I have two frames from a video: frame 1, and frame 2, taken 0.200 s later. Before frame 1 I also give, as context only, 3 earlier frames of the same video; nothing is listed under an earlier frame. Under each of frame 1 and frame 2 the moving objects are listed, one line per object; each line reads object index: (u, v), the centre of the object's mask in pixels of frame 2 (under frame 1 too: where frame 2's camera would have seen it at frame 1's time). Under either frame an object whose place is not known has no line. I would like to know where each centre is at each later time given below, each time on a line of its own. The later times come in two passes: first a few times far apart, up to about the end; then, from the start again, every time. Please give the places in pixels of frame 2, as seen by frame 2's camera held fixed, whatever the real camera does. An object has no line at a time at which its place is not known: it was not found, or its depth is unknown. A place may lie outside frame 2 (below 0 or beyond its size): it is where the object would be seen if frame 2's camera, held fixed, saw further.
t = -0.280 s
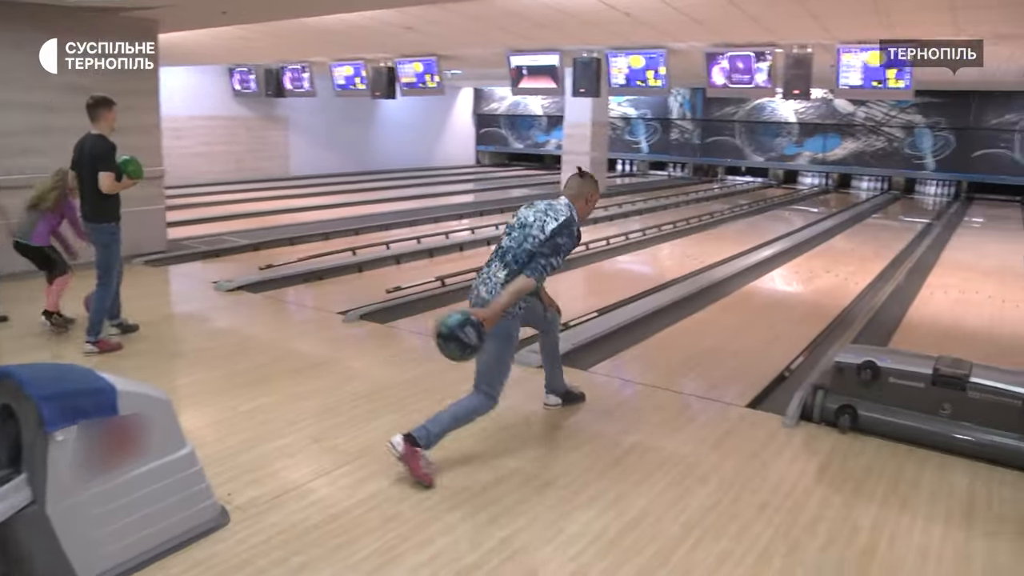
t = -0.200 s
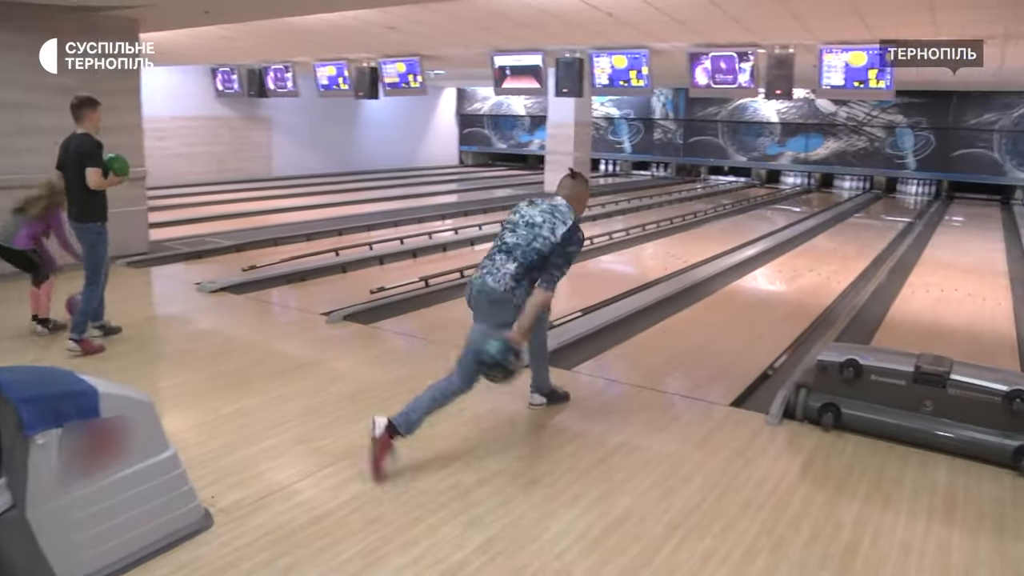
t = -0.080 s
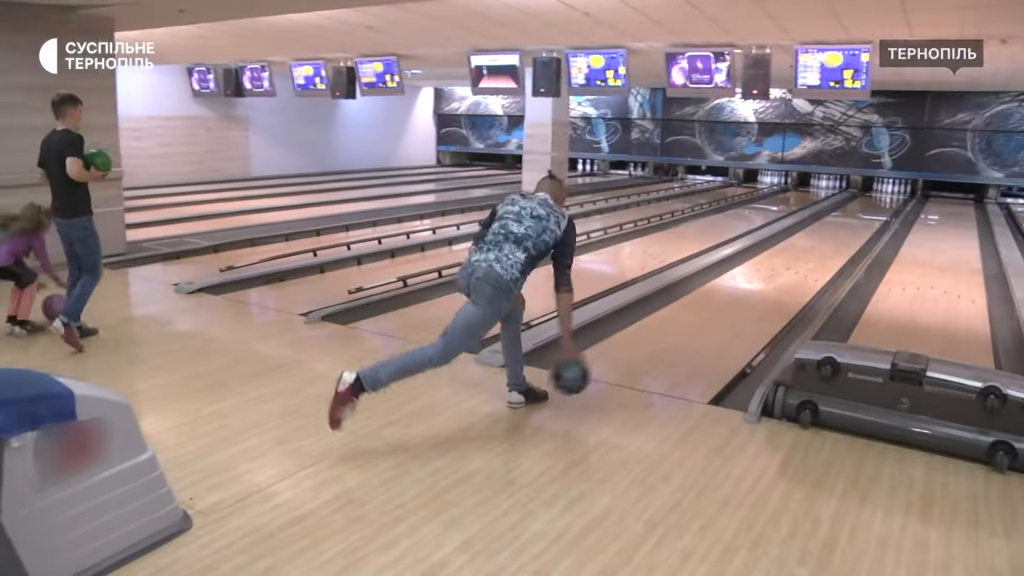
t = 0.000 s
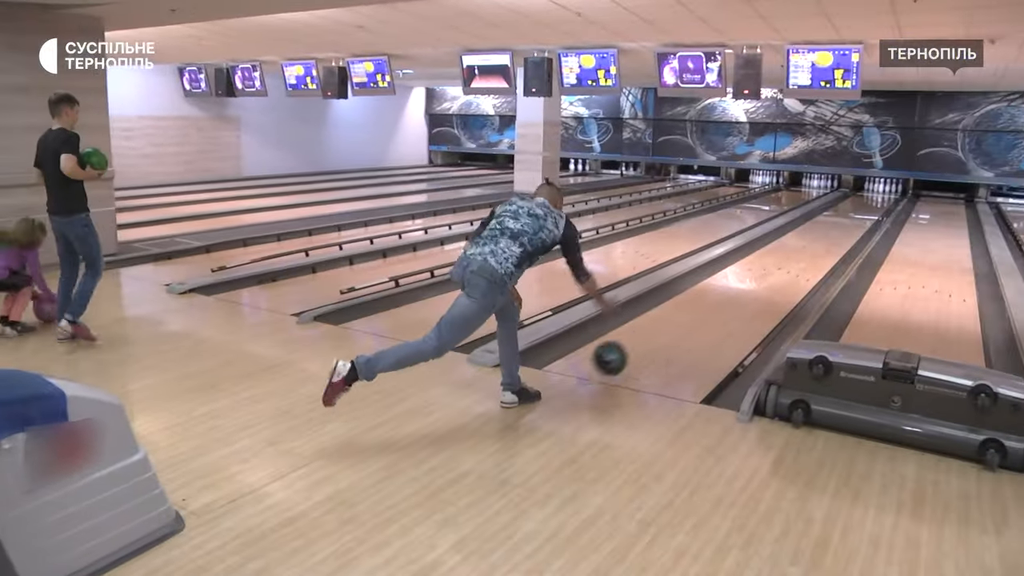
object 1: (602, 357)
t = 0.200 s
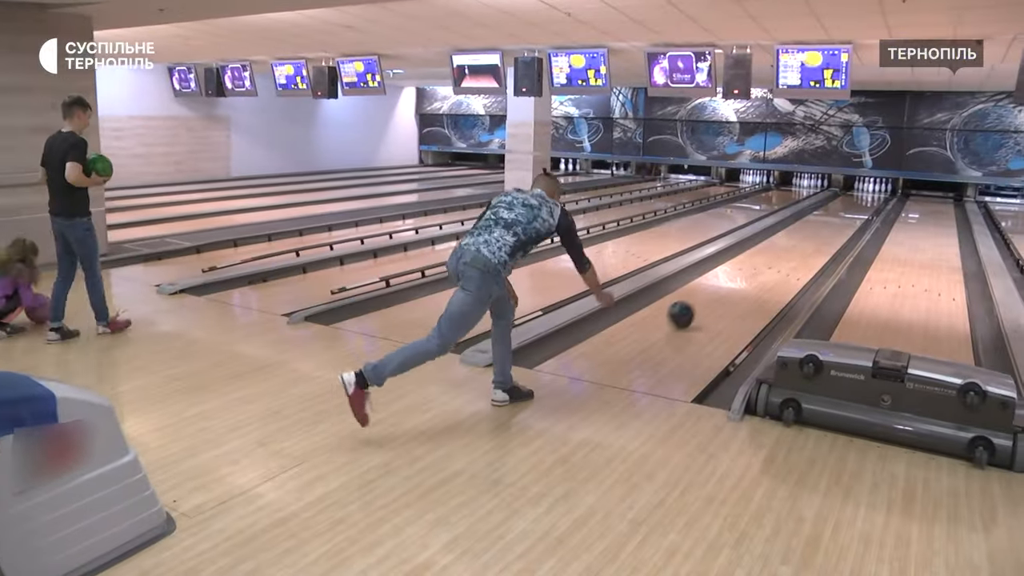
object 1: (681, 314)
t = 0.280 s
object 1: (703, 300)
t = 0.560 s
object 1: (756, 264)
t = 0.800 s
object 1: (784, 244)
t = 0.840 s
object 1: (788, 241)
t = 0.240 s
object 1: (692, 307)
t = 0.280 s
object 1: (703, 300)
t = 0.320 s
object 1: (713, 294)
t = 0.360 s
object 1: (721, 287)
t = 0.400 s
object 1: (730, 282)
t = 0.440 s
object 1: (737, 276)
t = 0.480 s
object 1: (744, 272)
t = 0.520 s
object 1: (750, 268)
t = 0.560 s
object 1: (756, 264)
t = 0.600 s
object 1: (762, 260)
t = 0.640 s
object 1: (767, 256)
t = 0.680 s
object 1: (772, 253)
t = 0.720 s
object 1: (776, 250)
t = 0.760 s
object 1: (781, 247)
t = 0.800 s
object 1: (784, 244)
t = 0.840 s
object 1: (788, 241)
